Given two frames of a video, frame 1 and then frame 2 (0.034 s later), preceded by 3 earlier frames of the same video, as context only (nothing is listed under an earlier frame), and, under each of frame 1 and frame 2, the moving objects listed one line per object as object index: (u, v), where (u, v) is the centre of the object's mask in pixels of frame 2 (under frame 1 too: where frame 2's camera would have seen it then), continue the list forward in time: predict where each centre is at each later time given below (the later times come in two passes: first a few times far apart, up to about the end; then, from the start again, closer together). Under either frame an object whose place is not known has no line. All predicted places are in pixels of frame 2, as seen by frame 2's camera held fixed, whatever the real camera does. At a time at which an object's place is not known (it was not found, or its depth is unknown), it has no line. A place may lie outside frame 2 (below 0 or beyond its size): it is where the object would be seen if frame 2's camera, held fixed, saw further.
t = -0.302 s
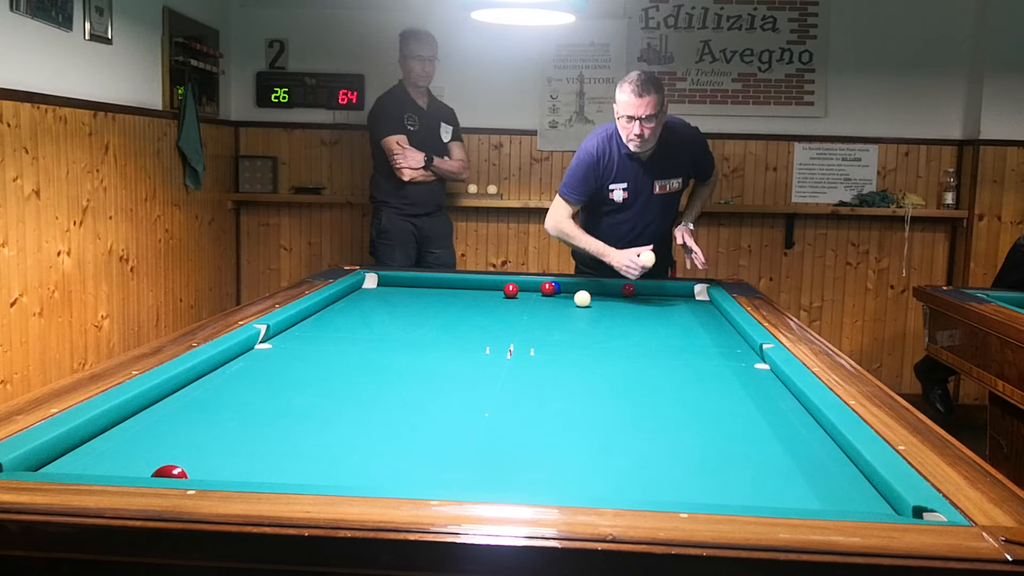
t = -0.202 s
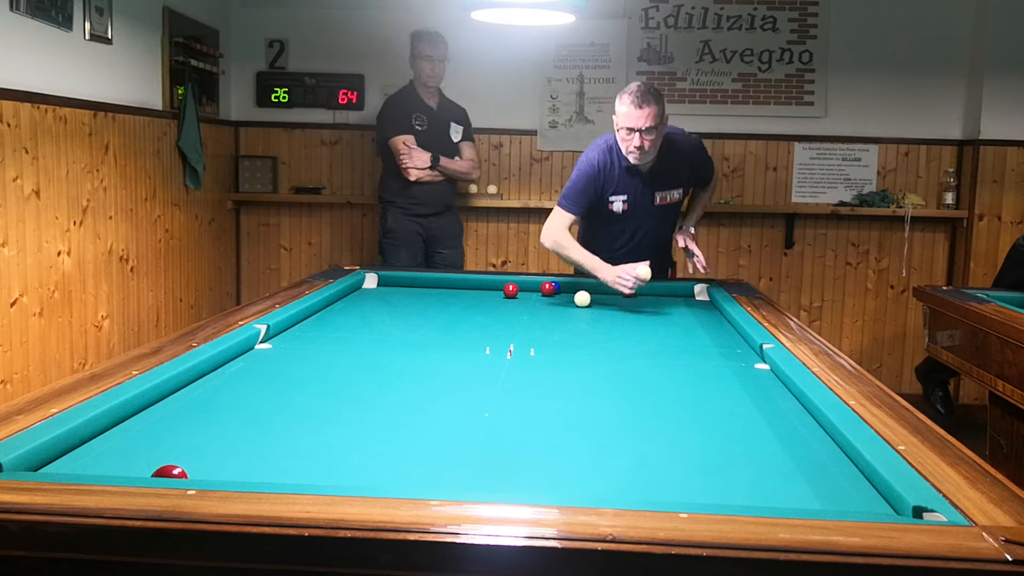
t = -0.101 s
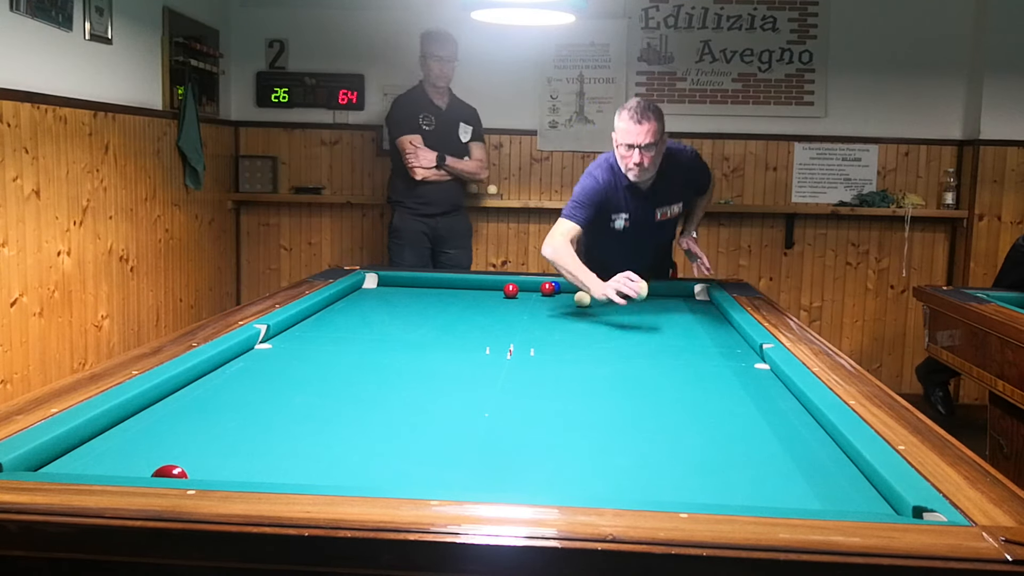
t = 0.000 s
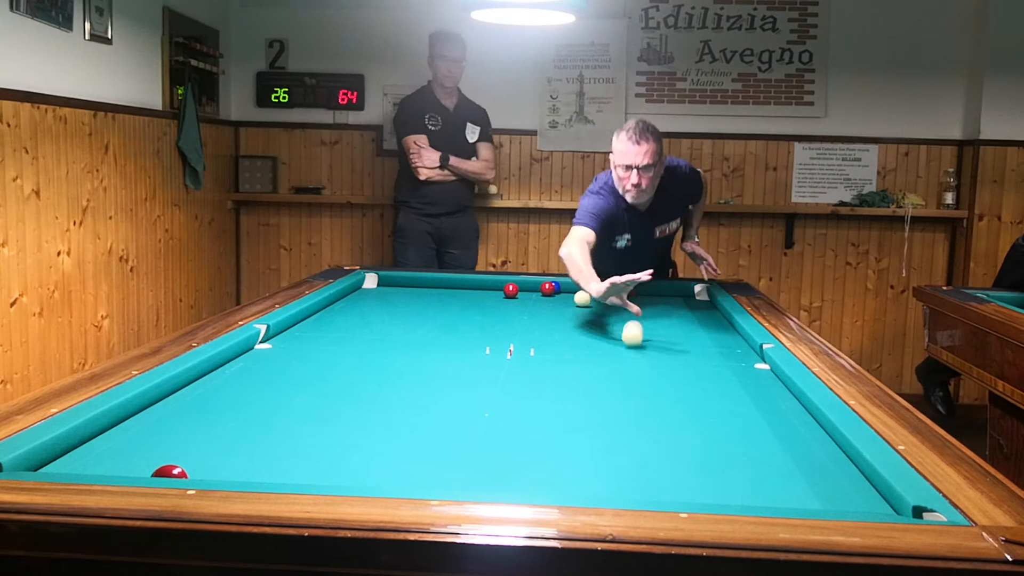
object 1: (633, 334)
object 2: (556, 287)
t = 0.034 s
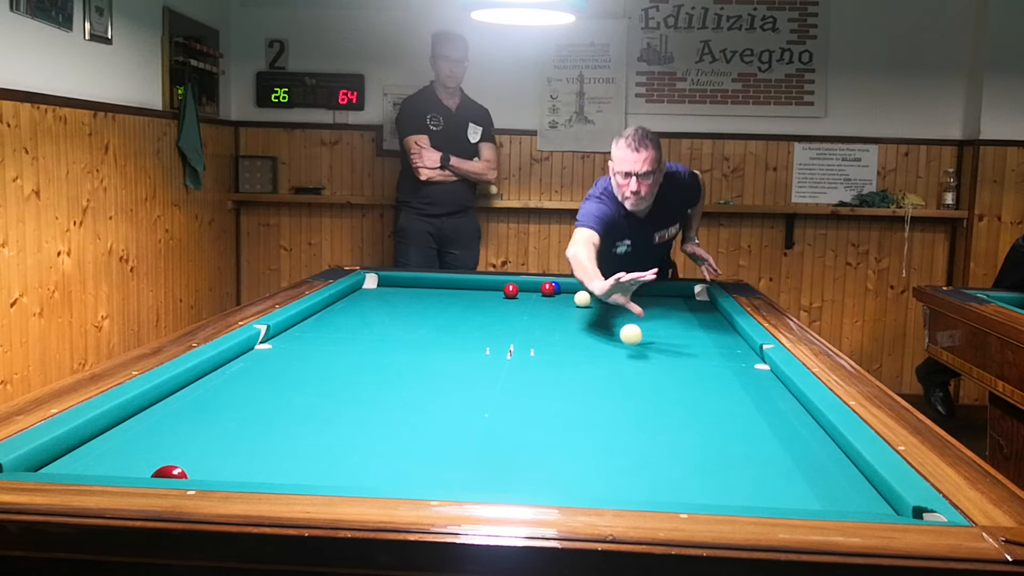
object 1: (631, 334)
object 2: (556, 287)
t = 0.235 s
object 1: (616, 392)
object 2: (556, 287)
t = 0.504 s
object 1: (581, 479)
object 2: (556, 287)
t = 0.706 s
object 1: (568, 407)
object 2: (556, 287)
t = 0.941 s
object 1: (560, 359)
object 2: (557, 287)
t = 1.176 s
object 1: (555, 329)
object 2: (557, 287)
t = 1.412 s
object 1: (552, 308)
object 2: (556, 287)
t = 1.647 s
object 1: (549, 291)
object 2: (557, 287)
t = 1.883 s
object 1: (539, 292)
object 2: (591, 291)
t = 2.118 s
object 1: (522, 293)
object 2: (631, 295)
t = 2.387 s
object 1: (504, 292)
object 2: (679, 298)
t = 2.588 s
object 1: (492, 292)
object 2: (699, 301)
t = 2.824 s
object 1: (478, 292)
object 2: (676, 301)
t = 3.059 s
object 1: (465, 291)
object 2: (655, 302)
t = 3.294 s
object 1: (453, 291)
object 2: (635, 303)
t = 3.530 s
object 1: (441, 291)
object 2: (614, 304)
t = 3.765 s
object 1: (431, 290)
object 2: (595, 305)
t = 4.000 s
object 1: (421, 290)
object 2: (574, 306)
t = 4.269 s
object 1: (410, 290)
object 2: (552, 307)
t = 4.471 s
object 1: (403, 290)
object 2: (536, 308)
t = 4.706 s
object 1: (395, 290)
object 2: (517, 309)
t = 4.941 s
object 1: (388, 290)
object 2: (499, 309)
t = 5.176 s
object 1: (382, 290)
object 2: (481, 310)
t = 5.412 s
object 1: (376, 289)
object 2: (464, 311)
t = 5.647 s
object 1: (372, 289)
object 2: (448, 312)
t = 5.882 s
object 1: (367, 289)
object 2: (432, 312)
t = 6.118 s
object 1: (364, 289)
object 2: (416, 311)
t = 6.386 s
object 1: (361, 289)
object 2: (399, 314)
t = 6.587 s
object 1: (360, 289)
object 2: (387, 315)
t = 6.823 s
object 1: (359, 289)
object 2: (373, 316)
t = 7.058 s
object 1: (358, 289)
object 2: (360, 316)
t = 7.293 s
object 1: (358, 289)
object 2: (348, 317)
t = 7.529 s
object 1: (358, 289)
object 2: (336, 317)
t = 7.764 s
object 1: (358, 289)
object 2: (326, 318)
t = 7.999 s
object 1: (358, 289)
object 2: (317, 319)
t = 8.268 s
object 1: (358, 289)
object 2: (307, 319)
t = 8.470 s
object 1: (358, 289)
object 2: (307, 320)
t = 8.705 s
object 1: (358, 289)
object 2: (309, 320)
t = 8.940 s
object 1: (358, 289)
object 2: (311, 321)
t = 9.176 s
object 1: (358, 289)
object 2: (313, 321)
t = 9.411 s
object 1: (358, 289)
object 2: (314, 321)
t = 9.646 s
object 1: (358, 289)
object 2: (315, 321)
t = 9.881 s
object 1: (358, 289)
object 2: (315, 321)
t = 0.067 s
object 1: (629, 334)
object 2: (556, 287)
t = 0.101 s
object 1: (627, 338)
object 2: (557, 287)
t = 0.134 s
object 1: (624, 347)
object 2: (556, 287)
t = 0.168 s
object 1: (622, 362)
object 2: (556, 287)
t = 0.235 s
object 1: (616, 392)
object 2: (556, 287)
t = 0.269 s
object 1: (613, 399)
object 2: (556, 287)
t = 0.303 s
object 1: (609, 411)
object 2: (556, 287)
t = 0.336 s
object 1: (604, 432)
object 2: (556, 287)
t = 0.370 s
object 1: (600, 453)
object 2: (556, 287)
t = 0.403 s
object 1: (595, 467)
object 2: (556, 287)
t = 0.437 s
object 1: (589, 485)
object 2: (557, 287)
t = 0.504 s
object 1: (581, 479)
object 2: (556, 287)
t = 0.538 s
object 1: (578, 465)
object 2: (556, 287)
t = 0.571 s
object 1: (575, 451)
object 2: (556, 287)
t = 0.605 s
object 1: (573, 439)
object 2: (556, 287)
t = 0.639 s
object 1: (571, 427)
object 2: (556, 287)
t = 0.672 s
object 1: (569, 416)
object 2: (556, 287)
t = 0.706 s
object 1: (568, 407)
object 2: (556, 287)
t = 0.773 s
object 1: (565, 390)
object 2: (557, 287)
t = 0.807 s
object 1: (564, 383)
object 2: (557, 287)
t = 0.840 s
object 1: (563, 376)
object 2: (556, 287)
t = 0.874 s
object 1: (562, 370)
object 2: (557, 287)
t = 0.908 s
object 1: (561, 364)
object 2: (557, 287)
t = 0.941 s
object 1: (560, 359)
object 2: (557, 287)
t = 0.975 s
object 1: (559, 354)
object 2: (557, 287)
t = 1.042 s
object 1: (558, 345)
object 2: (557, 287)
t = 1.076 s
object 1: (557, 341)
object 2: (557, 287)
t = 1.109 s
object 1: (557, 337)
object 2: (557, 287)
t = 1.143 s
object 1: (556, 333)
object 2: (557, 287)
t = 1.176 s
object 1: (555, 329)
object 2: (557, 287)
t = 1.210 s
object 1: (555, 326)
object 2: (557, 287)
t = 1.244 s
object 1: (554, 323)
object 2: (557, 287)
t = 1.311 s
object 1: (553, 316)
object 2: (556, 287)
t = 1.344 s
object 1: (553, 313)
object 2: (556, 287)
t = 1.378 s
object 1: (552, 311)
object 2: (556, 287)
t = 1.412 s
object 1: (552, 308)
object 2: (556, 287)
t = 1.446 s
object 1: (551, 305)
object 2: (556, 287)
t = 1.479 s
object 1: (551, 303)
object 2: (556, 287)
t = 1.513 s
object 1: (550, 300)
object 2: (556, 287)
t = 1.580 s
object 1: (550, 295)
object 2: (556, 286)
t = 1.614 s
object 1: (549, 293)
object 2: (556, 286)
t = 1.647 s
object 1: (549, 291)
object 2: (557, 287)
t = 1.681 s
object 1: (550, 290)
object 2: (559, 287)
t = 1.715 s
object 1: (551, 290)
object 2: (561, 288)
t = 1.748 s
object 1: (551, 290)
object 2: (563, 290)
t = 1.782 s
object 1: (548, 291)
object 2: (569, 290)
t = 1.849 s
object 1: (542, 292)
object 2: (584, 288)
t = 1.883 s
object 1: (539, 292)
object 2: (591, 291)
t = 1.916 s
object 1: (536, 292)
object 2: (596, 292)
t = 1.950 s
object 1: (534, 293)
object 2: (602, 293)
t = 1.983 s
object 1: (531, 293)
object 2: (607, 293)
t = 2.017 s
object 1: (529, 293)
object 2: (614, 294)
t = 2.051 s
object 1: (526, 293)
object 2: (620, 294)
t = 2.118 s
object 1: (522, 293)
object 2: (631, 295)
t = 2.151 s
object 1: (519, 293)
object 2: (637, 296)
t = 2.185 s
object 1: (517, 293)
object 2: (643, 296)
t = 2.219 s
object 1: (515, 293)
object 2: (649, 297)
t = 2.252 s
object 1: (513, 293)
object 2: (655, 297)
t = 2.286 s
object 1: (511, 292)
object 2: (662, 297)
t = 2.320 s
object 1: (508, 292)
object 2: (668, 298)
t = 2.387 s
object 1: (504, 292)
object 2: (679, 298)
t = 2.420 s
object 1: (502, 292)
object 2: (686, 299)
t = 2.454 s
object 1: (500, 292)
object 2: (691, 300)
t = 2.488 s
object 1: (498, 292)
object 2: (698, 300)
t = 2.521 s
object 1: (496, 292)
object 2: (703, 300)
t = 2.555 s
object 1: (494, 292)
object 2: (703, 300)
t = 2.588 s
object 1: (492, 292)
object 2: (699, 301)
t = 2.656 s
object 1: (488, 292)
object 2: (692, 301)
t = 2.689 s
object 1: (486, 292)
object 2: (688, 301)
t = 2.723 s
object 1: (484, 292)
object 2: (686, 301)
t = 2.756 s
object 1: (482, 292)
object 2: (682, 301)
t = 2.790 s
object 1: (480, 292)
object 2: (679, 301)
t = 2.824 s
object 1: (478, 292)
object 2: (676, 301)
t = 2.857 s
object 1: (476, 291)
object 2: (673, 302)
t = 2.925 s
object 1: (473, 291)
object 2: (667, 302)
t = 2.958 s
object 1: (471, 291)
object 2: (664, 302)
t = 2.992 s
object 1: (469, 291)
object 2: (661, 302)
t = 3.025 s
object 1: (467, 291)
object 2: (659, 302)
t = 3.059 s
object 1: (465, 291)
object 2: (655, 302)
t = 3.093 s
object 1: (463, 291)
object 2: (652, 303)
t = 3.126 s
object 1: (462, 291)
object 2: (649, 303)
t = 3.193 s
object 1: (458, 291)
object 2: (644, 303)
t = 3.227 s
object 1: (456, 291)
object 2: (641, 303)
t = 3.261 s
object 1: (454, 291)
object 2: (638, 303)
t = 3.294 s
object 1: (453, 291)
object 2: (635, 303)
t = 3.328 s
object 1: (451, 291)
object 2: (631, 303)
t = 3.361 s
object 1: (450, 291)
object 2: (629, 303)
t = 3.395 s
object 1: (448, 291)
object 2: (626, 304)
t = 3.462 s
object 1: (445, 291)
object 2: (620, 304)
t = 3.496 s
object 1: (443, 291)
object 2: (617, 304)
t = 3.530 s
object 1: (441, 291)
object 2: (614, 304)
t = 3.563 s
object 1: (440, 291)
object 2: (611, 304)
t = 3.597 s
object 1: (438, 291)
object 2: (608, 304)
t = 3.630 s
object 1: (436, 291)
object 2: (606, 305)
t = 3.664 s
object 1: (435, 291)
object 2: (603, 305)
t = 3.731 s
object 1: (432, 291)
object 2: (597, 305)
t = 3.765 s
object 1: (431, 290)
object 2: (595, 305)
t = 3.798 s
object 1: (429, 290)
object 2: (592, 305)
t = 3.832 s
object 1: (428, 291)
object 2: (589, 305)
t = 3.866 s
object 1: (426, 290)
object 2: (586, 306)
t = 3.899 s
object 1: (425, 290)
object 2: (583, 306)
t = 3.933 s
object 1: (423, 290)
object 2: (580, 306)
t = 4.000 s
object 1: (421, 290)
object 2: (574, 306)
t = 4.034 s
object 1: (419, 290)
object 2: (572, 306)
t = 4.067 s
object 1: (418, 290)
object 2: (569, 306)
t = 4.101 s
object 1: (416, 290)
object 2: (566, 307)
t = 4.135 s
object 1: (415, 290)
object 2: (563, 307)
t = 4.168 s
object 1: (414, 290)
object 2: (561, 307)
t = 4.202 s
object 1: (413, 290)
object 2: (558, 307)
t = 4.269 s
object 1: (410, 290)
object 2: (552, 307)
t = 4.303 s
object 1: (409, 290)
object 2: (550, 307)
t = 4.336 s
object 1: (407, 290)
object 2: (547, 307)
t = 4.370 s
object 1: (406, 290)
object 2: (544, 307)
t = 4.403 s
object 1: (405, 290)
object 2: (541, 308)
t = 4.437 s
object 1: (404, 290)
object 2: (539, 308)
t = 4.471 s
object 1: (403, 290)
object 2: (536, 308)
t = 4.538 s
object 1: (400, 290)
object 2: (531, 308)
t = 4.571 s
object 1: (399, 290)
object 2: (528, 308)
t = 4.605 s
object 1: (398, 290)
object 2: (525, 308)
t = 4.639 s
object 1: (397, 290)
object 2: (523, 308)
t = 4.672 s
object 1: (396, 290)
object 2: (520, 308)
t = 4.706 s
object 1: (395, 290)
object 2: (517, 309)
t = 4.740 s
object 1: (394, 290)
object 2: (515, 309)
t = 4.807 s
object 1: (392, 290)
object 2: (509, 309)
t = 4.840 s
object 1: (391, 290)
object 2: (507, 309)
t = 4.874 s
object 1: (390, 290)
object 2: (505, 309)
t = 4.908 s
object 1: (389, 290)
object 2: (502, 309)
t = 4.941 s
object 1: (388, 290)
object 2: (499, 309)
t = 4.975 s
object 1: (387, 290)
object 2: (497, 310)
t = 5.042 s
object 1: (385, 290)
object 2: (492, 310)
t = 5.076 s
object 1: (384, 290)
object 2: (489, 310)
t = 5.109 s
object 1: (383, 290)
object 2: (486, 310)
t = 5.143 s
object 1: (383, 290)
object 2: (484, 310)
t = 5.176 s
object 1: (382, 290)
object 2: (481, 310)
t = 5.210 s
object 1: (381, 290)
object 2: (479, 310)
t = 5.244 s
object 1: (380, 290)
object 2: (476, 310)
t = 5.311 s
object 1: (378, 290)
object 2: (472, 311)
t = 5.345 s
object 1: (378, 290)
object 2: (469, 311)
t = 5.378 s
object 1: (377, 289)
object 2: (467, 311)
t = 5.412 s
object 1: (376, 289)
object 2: (464, 311)
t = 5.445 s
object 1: (375, 290)
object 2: (462, 311)
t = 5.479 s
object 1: (375, 290)
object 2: (459, 311)
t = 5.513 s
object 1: (374, 290)
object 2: (457, 311)
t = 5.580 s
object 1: (373, 289)
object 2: (452, 312)
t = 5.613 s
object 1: (372, 289)
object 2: (450, 312)
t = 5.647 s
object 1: (372, 289)
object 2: (448, 312)
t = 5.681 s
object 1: (371, 290)
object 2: (445, 312)
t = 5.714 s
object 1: (370, 289)
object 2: (443, 312)
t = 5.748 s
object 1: (369, 289)
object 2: (441, 312)
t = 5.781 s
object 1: (369, 289)
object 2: (438, 312)
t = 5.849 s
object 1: (368, 289)
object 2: (434, 312)
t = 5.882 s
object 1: (367, 289)
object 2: (432, 312)
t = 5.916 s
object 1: (367, 289)
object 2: (429, 313)
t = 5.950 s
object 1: (366, 289)
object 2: (427, 313)
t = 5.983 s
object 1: (366, 289)
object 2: (425, 312)
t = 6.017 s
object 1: (365, 289)
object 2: (424, 312)
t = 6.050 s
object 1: (365, 289)
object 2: (421, 311)
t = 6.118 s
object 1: (364, 289)
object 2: (416, 311)
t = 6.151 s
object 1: (363, 289)
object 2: (414, 312)
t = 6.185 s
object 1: (363, 289)
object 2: (411, 313)
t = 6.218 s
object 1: (362, 289)
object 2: (409, 313)
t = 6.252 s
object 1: (362, 289)
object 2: (407, 314)
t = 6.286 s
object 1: (362, 289)
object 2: (405, 314)
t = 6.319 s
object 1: (361, 289)
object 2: (403, 314)
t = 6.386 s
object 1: (361, 289)
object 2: (399, 314)
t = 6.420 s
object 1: (361, 289)
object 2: (397, 314)
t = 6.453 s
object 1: (360, 289)
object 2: (395, 314)
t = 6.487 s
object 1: (360, 289)
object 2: (393, 315)
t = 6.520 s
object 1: (360, 289)
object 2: (391, 314)
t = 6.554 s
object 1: (360, 289)
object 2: (389, 315)
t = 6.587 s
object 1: (360, 289)
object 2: (387, 315)
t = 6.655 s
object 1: (359, 289)
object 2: (383, 315)
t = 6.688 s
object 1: (359, 289)
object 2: (381, 315)
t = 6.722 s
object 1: (359, 289)
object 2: (379, 315)
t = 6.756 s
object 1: (359, 289)
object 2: (377, 315)
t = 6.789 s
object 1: (359, 289)
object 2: (375, 316)
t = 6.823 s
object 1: (359, 289)
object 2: (373, 316)
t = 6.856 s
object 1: (358, 289)
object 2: (371, 316)
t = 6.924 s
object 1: (358, 289)
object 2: (367, 316)
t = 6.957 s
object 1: (358, 289)
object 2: (365, 316)
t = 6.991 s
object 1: (358, 289)
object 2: (364, 316)
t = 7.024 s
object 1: (358, 289)
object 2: (362, 316)
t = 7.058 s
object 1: (358, 289)
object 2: (360, 316)
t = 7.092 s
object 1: (358, 289)
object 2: (358, 317)
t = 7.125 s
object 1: (358, 289)
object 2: (356, 317)
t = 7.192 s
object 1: (358, 289)
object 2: (353, 317)
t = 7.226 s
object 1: (358, 289)
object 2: (351, 317)
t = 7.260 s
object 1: (358, 289)
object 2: (349, 317)
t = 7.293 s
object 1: (358, 289)
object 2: (348, 317)
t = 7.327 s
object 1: (358, 289)
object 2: (346, 317)
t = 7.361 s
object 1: (358, 289)
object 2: (344, 317)
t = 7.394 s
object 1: (358, 289)
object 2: (343, 317)
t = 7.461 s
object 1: (358, 289)
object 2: (339, 317)
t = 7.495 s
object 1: (358, 289)
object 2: (338, 317)
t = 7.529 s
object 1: (358, 289)
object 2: (336, 317)
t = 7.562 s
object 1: (358, 289)
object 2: (335, 318)
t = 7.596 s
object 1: (358, 289)
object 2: (333, 318)
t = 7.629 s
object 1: (358, 289)
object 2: (332, 318)
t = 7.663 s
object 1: (358, 289)
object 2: (330, 318)
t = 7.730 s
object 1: (358, 289)
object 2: (328, 318)
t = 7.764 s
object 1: (358, 289)
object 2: (326, 318)
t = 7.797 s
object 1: (358, 289)
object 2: (325, 318)
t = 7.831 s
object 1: (358, 289)
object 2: (323, 318)
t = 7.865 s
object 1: (358, 289)
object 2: (322, 318)
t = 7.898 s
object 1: (358, 289)
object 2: (321, 319)
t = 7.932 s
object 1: (358, 289)
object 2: (319, 319)
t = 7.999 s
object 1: (358, 289)
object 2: (317, 319)
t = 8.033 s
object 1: (358, 289)
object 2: (315, 319)
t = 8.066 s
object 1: (358, 289)
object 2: (314, 319)
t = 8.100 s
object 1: (358, 289)
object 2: (313, 319)
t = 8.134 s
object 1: (358, 289)
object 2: (311, 319)
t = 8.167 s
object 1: (358, 289)
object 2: (310, 319)
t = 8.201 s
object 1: (358, 289)
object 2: (309, 319)
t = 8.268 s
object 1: (358, 289)
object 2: (307, 319)
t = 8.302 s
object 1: (358, 289)
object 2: (305, 319)
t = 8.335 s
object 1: (358, 289)
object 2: (305, 319)
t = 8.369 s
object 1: (358, 289)
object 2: (306, 319)
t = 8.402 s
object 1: (359, 289)
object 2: (306, 319)
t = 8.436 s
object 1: (359, 289)
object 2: (306, 320)
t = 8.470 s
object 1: (358, 289)
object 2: (307, 320)
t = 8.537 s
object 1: (359, 289)
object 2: (308, 320)
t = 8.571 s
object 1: (358, 289)
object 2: (308, 320)
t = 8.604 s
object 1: (358, 289)
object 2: (308, 320)
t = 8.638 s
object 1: (358, 289)
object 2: (309, 320)
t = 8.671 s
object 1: (358, 289)
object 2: (309, 320)
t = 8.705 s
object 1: (358, 289)
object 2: (309, 320)
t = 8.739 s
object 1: (358, 289)
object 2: (310, 320)
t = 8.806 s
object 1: (358, 289)
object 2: (310, 320)
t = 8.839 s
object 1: (358, 289)
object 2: (311, 320)
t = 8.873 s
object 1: (358, 289)
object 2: (311, 320)
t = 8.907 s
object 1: (358, 289)
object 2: (311, 320)
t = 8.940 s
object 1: (358, 289)
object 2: (311, 321)
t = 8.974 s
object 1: (358, 289)
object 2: (311, 321)
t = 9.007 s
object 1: (358, 289)
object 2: (312, 321)
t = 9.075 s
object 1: (358, 289)
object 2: (312, 321)
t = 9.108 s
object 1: (358, 289)
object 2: (312, 321)
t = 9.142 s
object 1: (358, 289)
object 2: (313, 321)
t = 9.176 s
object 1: (358, 289)
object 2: (313, 321)
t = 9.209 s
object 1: (358, 289)
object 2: (313, 321)
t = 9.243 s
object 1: (358, 289)
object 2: (313, 321)
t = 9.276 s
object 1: (358, 289)
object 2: (313, 321)
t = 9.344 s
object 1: (358, 289)
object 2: (314, 321)
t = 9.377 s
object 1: (358, 289)
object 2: (314, 321)
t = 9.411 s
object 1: (358, 289)
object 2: (314, 321)
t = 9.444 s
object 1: (358, 289)
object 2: (314, 321)
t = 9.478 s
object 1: (358, 289)
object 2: (315, 321)
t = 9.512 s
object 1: (358, 289)
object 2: (315, 321)
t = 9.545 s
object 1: (358, 289)
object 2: (315, 321)
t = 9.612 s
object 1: (358, 289)
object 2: (315, 321)
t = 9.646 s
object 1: (358, 289)
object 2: (315, 321)
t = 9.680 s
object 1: (358, 289)
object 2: (315, 321)
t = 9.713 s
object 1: (358, 289)
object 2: (315, 321)
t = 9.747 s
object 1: (358, 289)
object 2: (315, 321)
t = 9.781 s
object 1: (358, 289)
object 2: (315, 321)
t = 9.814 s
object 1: (358, 289)
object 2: (315, 321)
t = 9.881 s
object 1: (358, 289)
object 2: (315, 321)
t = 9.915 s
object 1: (358, 289)
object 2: (315, 321)
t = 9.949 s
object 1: (358, 289)
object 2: (315, 321)
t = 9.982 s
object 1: (358, 289)
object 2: (315, 321)
